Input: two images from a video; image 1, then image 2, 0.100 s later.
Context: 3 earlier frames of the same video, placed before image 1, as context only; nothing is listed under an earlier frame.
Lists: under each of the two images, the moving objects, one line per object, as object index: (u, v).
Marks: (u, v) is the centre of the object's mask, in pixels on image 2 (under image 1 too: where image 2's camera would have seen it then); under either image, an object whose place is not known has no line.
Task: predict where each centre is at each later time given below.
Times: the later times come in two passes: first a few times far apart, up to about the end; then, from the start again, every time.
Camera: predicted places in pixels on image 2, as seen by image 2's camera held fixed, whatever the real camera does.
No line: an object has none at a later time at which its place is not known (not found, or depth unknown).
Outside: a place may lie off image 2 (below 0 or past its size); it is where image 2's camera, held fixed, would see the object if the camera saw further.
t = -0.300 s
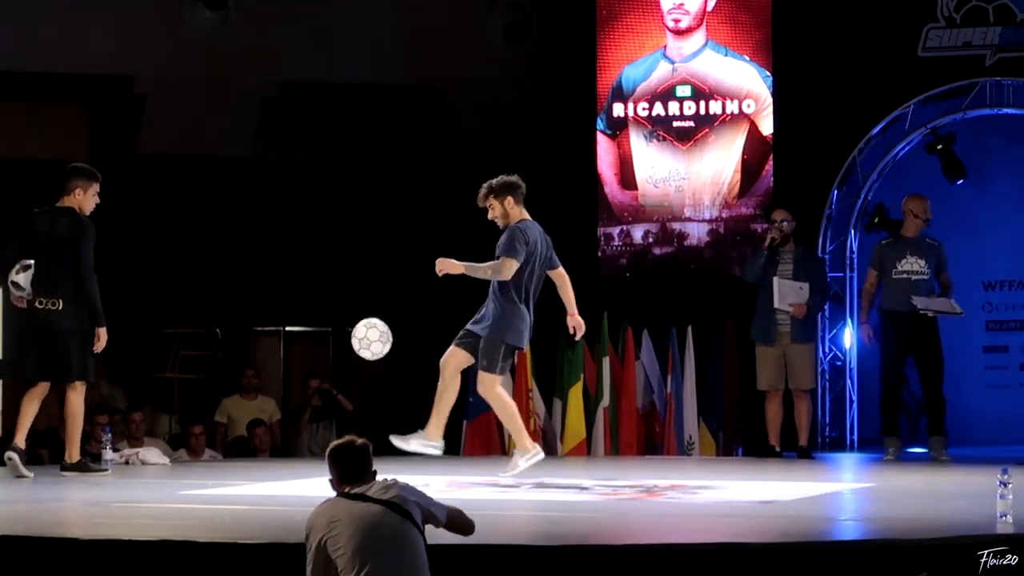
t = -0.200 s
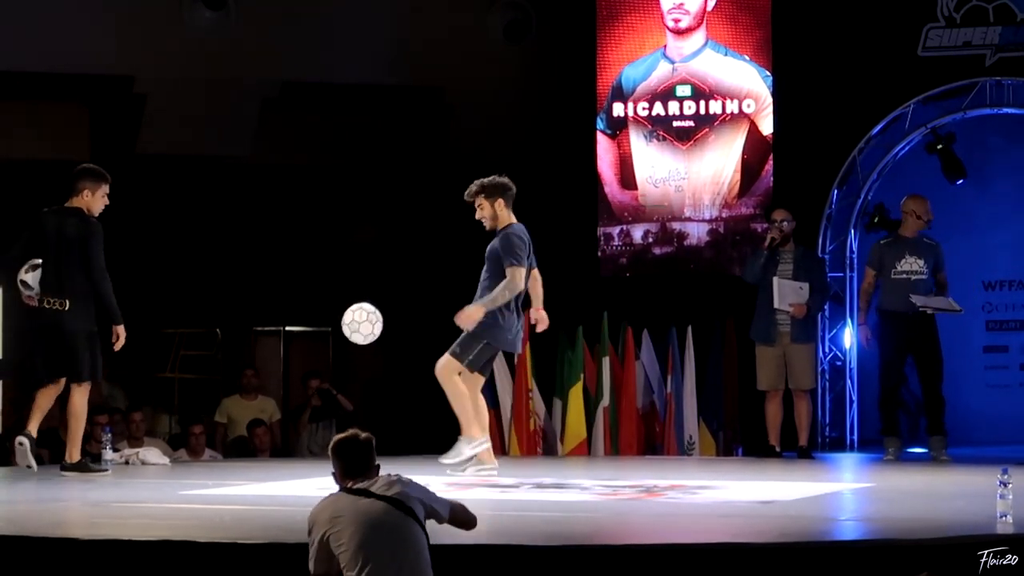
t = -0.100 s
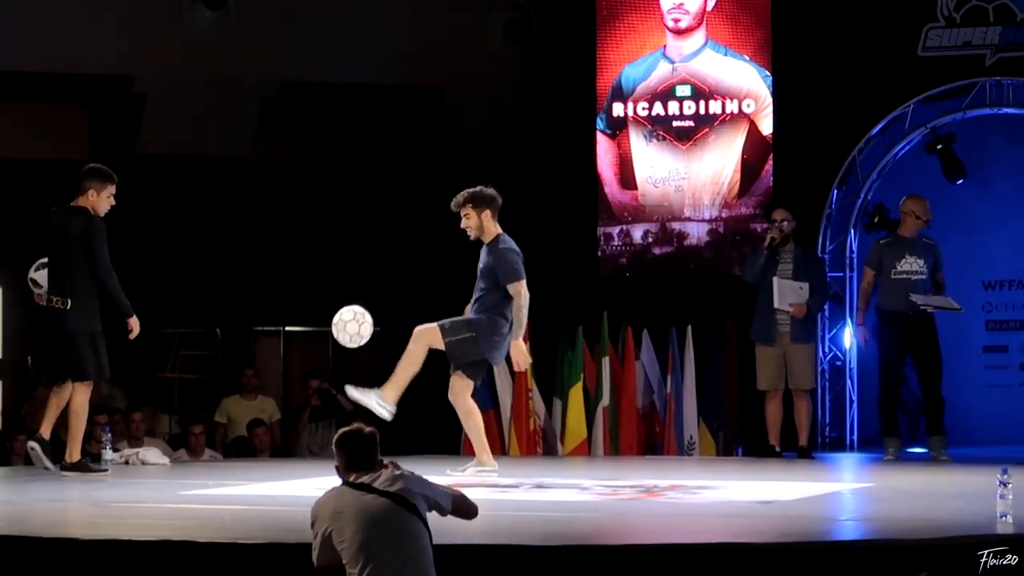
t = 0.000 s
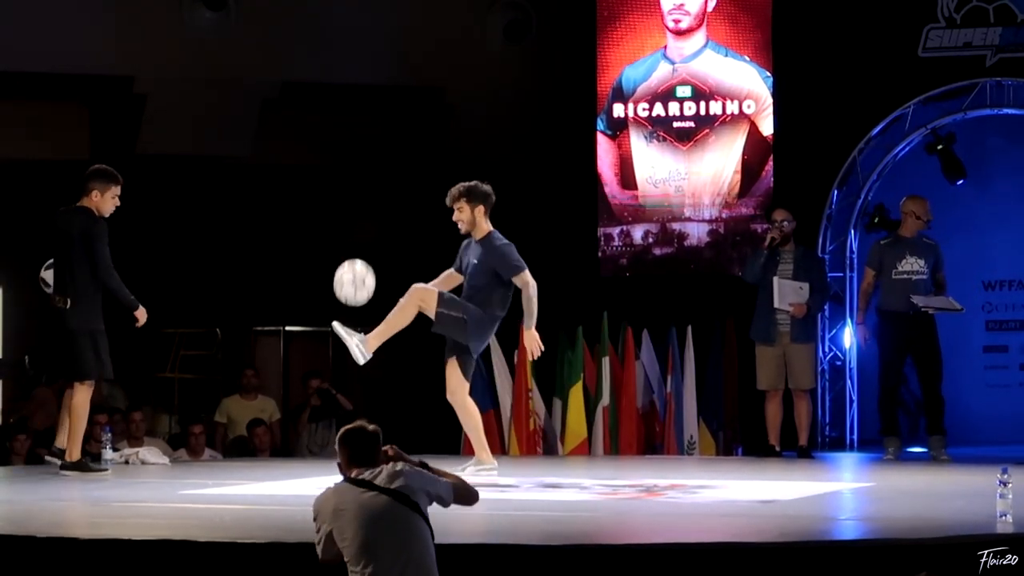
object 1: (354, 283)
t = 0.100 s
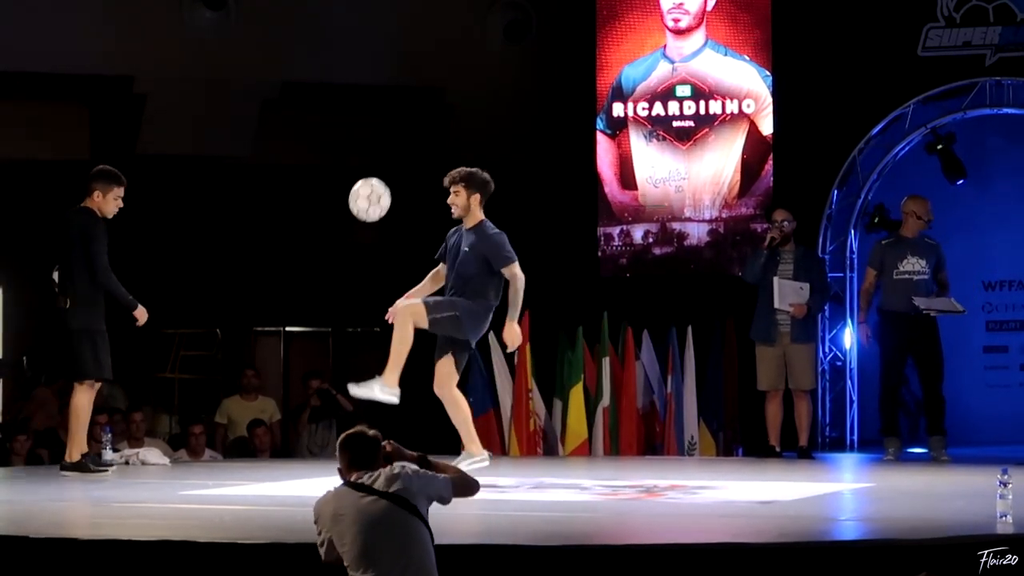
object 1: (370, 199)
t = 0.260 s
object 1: (394, 105)
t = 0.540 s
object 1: (437, 50)
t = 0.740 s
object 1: (469, 99)
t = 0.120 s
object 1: (373, 185)
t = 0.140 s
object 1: (376, 171)
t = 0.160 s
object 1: (379, 158)
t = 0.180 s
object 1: (382, 146)
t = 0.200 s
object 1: (385, 135)
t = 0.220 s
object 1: (388, 124)
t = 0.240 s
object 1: (391, 114)
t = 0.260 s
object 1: (394, 105)
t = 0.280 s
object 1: (397, 96)
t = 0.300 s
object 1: (401, 88)
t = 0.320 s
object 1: (404, 80)
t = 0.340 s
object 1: (407, 74)
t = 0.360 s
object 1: (410, 68)
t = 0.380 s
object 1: (413, 63)
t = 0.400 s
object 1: (416, 59)
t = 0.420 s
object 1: (419, 56)
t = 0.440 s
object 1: (422, 53)
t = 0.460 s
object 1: (425, 51)
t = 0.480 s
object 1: (429, 50)
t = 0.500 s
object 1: (432, 49)
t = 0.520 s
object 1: (435, 49)
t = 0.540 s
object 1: (437, 50)
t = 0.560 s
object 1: (441, 51)
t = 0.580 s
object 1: (444, 53)
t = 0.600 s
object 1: (447, 56)
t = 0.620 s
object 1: (450, 60)
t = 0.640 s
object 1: (453, 65)
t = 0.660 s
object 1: (456, 71)
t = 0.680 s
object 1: (460, 77)
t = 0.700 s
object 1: (462, 84)
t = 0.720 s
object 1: (465, 91)
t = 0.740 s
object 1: (469, 99)
